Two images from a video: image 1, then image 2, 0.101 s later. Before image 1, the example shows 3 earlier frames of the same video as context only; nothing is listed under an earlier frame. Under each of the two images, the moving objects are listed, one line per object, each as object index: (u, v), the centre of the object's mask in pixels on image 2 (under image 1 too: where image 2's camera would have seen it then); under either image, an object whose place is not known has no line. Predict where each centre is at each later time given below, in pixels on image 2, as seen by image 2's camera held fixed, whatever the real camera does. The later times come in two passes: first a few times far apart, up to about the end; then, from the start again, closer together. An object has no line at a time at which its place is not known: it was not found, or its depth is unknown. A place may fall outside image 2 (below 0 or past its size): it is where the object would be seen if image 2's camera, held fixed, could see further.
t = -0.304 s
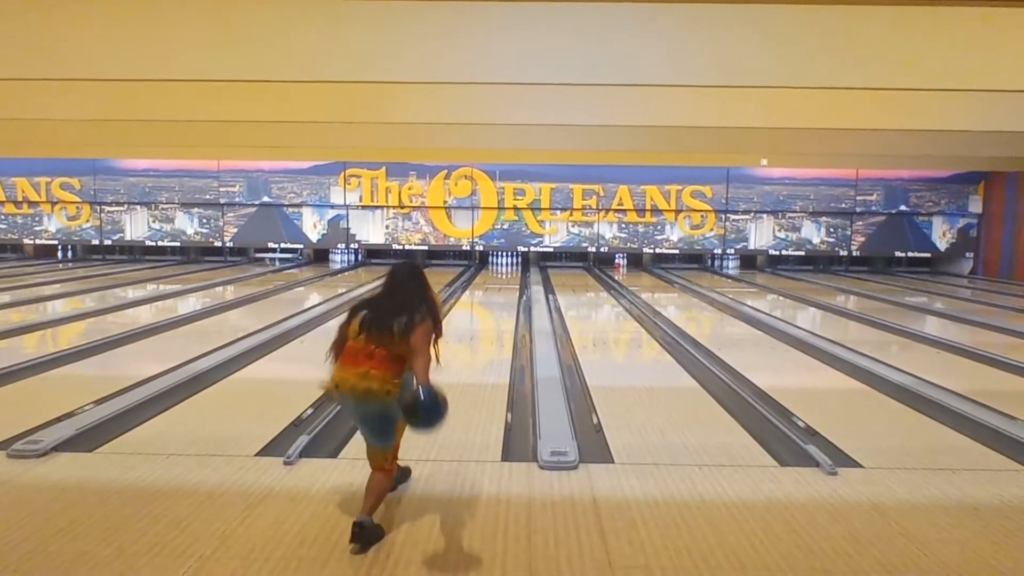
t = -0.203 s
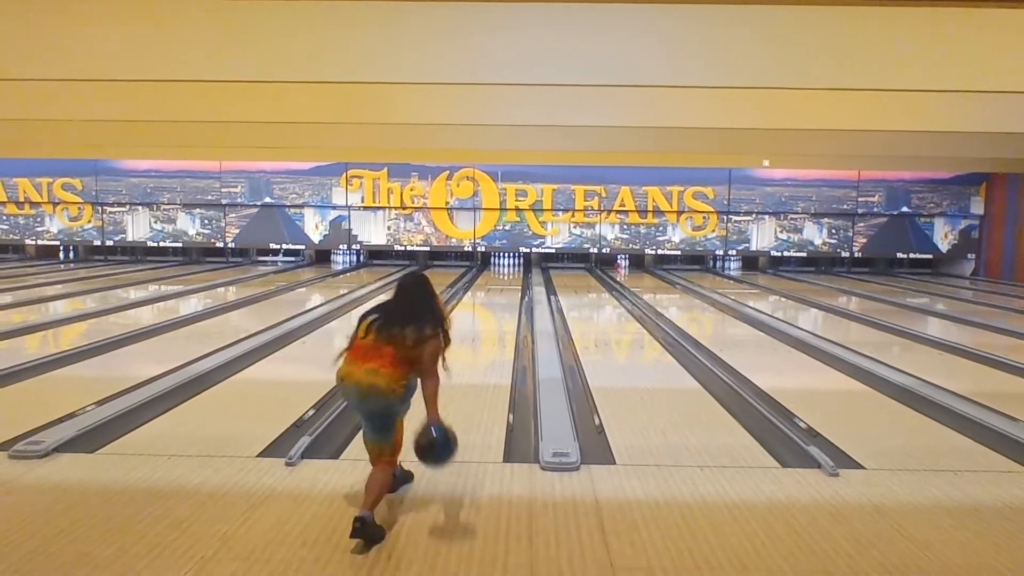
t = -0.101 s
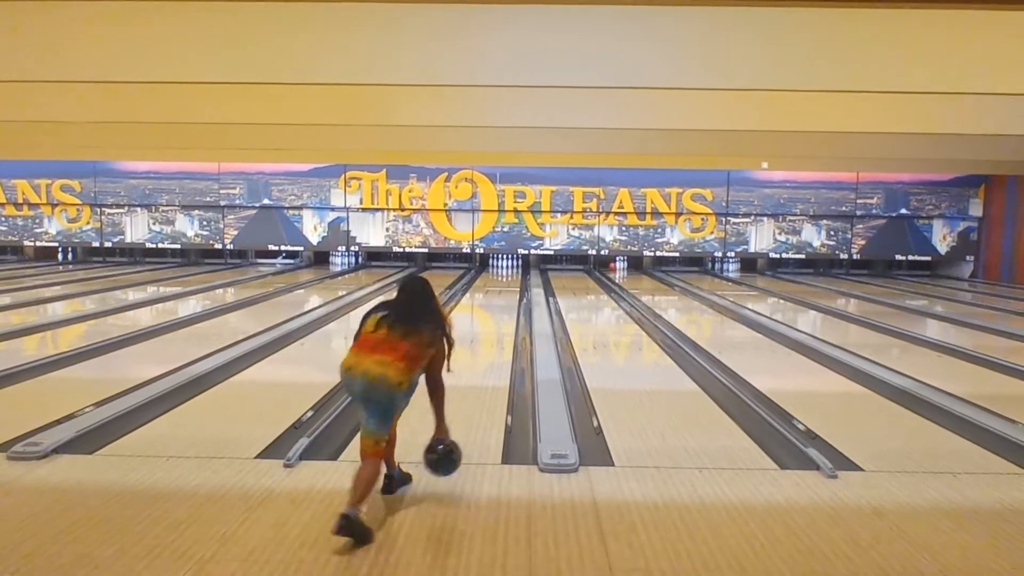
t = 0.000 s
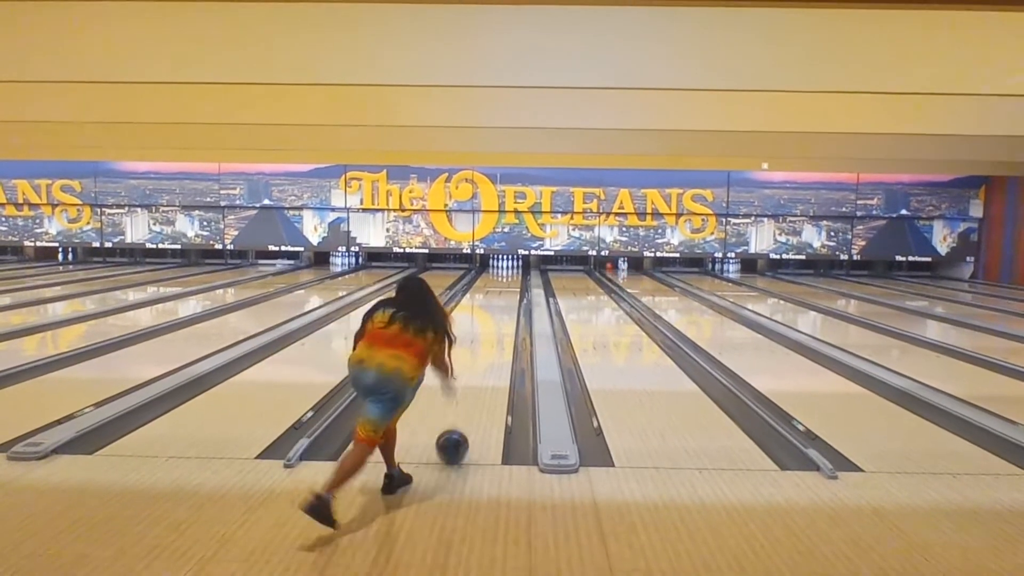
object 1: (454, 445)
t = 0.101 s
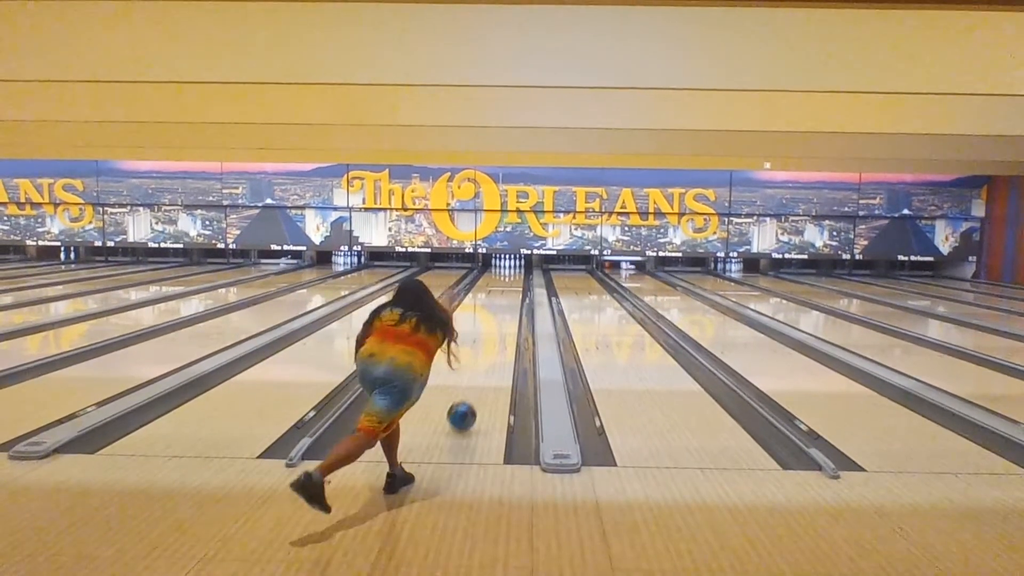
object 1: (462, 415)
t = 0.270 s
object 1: (470, 378)
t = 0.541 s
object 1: (478, 344)
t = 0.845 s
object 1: (487, 322)
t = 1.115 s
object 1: (491, 309)
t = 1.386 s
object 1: (497, 301)
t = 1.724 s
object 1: (502, 287)
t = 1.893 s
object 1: (505, 283)
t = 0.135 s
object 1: (464, 410)
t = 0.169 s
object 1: (466, 404)
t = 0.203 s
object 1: (467, 398)
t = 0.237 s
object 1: (469, 392)
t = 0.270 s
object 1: (470, 378)
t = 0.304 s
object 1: (471, 373)
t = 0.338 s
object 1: (472, 368)
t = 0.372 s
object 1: (474, 363)
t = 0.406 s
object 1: (476, 359)
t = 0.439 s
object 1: (477, 355)
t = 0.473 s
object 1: (478, 351)
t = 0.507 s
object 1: (478, 348)
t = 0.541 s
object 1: (478, 344)
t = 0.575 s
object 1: (479, 341)
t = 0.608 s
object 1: (481, 338)
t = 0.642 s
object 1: (482, 335)
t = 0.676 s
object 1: (483, 332)
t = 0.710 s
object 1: (484, 330)
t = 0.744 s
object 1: (485, 328)
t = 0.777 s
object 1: (484, 325)
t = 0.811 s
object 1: (485, 323)
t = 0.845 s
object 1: (487, 322)
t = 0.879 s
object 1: (488, 319)
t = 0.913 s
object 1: (488, 318)
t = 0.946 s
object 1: (490, 317)
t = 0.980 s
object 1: (491, 314)
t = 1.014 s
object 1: (492, 314)
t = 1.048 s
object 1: (491, 312)
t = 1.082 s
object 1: (490, 311)
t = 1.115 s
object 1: (491, 309)
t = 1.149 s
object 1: (492, 307)
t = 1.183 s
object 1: (494, 305)
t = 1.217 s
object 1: (496, 304)
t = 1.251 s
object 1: (497, 302)
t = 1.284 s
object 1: (498, 301)
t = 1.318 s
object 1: (497, 300)
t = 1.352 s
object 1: (497, 299)
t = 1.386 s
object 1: (497, 301)
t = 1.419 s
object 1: (498, 297)
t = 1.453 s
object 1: (498, 296)
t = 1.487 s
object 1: (500, 294)
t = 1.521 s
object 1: (500, 294)
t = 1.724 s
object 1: (502, 287)
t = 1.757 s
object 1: (504, 286)
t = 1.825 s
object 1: (504, 284)
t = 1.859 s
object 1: (505, 283)
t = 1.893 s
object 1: (505, 283)
